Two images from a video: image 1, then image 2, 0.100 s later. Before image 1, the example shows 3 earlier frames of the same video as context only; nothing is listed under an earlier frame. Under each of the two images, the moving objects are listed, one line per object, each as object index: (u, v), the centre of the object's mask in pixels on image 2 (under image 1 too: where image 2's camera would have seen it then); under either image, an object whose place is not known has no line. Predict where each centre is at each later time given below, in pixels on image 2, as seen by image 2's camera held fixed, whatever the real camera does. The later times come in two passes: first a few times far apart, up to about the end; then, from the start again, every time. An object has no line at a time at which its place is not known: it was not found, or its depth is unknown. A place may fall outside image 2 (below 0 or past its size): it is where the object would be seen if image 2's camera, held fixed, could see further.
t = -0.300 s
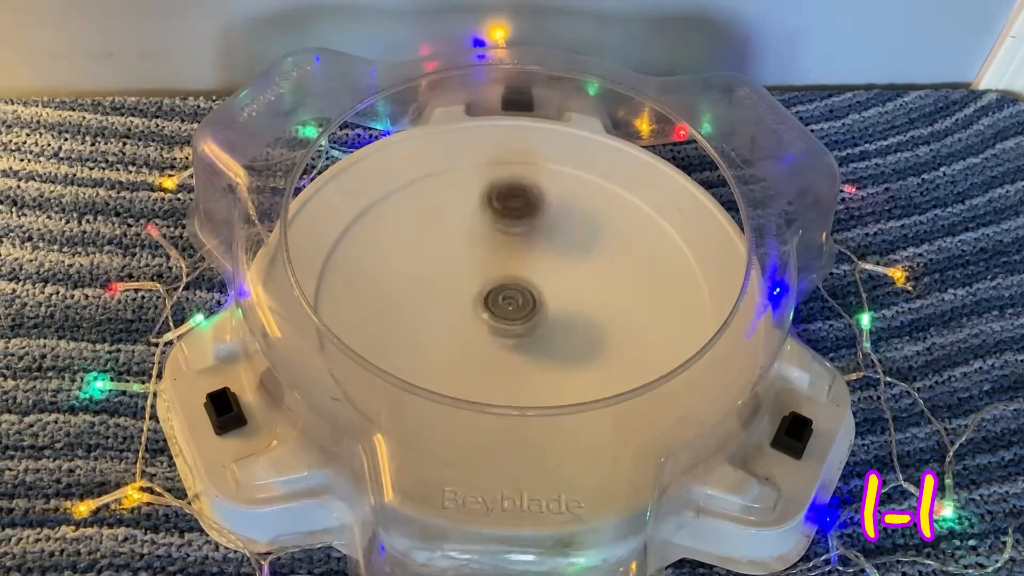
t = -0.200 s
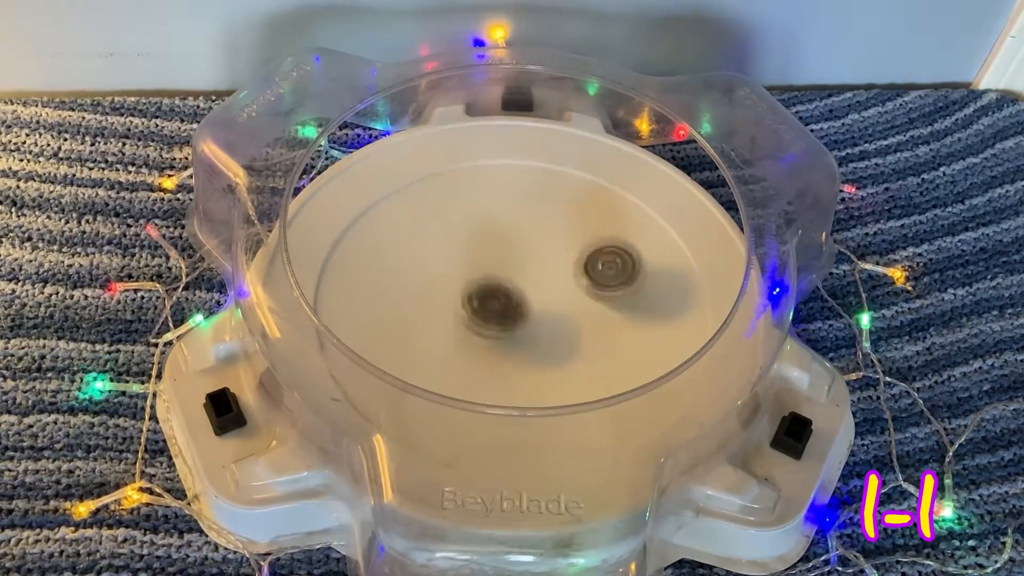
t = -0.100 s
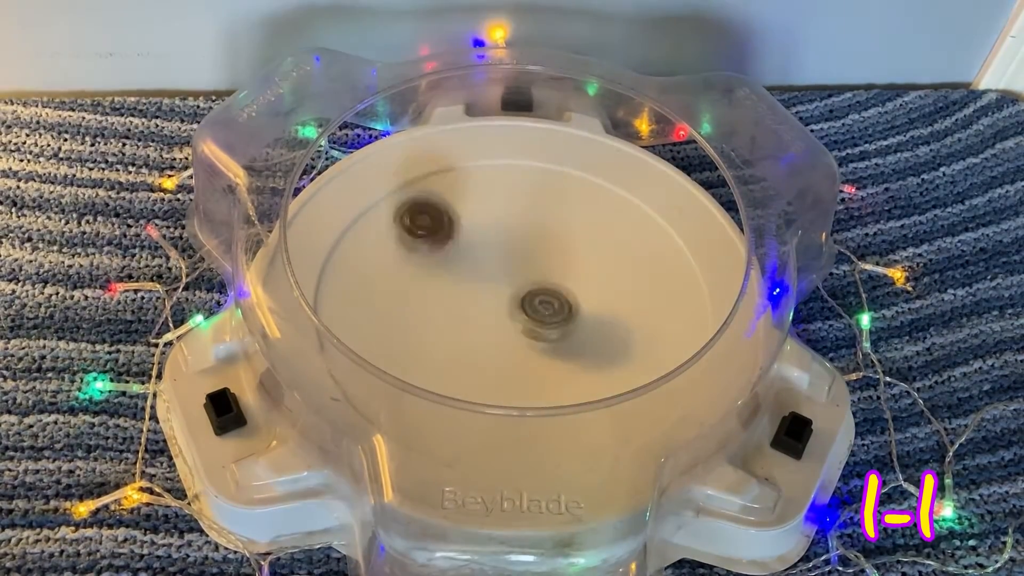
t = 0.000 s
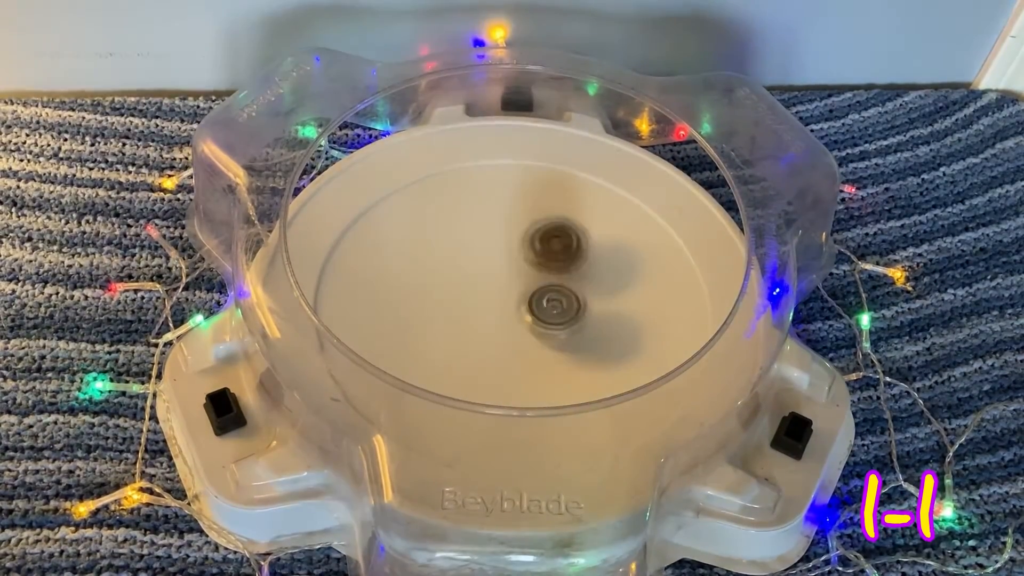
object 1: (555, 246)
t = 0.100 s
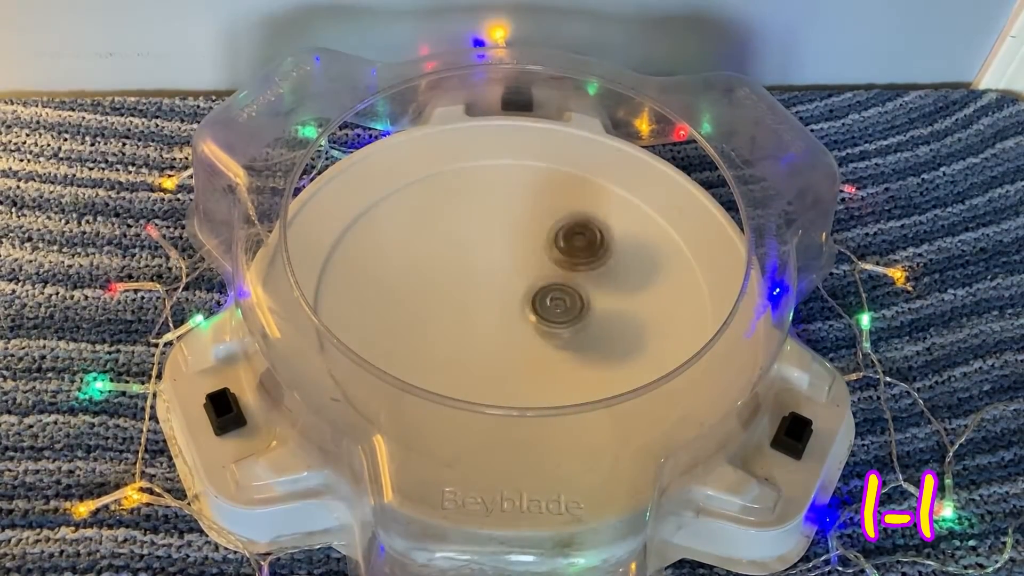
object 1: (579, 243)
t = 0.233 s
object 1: (594, 243)
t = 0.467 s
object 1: (587, 257)
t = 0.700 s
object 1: (568, 271)
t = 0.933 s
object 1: (599, 275)
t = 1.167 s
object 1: (566, 294)
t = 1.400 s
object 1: (540, 362)
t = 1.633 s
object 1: (524, 354)
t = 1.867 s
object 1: (520, 327)
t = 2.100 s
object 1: (487, 287)
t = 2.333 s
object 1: (459, 282)
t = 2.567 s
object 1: (469, 280)
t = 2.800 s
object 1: (501, 305)
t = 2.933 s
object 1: (506, 322)
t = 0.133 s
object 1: (588, 242)
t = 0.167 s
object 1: (587, 242)
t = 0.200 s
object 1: (592, 245)
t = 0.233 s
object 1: (594, 243)
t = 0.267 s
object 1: (591, 247)
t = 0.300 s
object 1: (596, 247)
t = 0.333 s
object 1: (593, 248)
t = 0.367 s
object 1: (592, 249)
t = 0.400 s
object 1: (591, 253)
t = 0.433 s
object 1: (586, 255)
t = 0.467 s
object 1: (587, 257)
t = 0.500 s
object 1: (583, 259)
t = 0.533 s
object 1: (580, 260)
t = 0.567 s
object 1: (579, 262)
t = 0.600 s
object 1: (573, 263)
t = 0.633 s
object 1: (574, 266)
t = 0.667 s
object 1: (569, 267)
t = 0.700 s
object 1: (568, 271)
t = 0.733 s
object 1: (567, 274)
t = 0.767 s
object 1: (573, 274)
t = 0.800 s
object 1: (584, 273)
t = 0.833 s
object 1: (586, 272)
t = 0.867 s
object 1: (595, 273)
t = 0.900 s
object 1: (593, 273)
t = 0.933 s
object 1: (599, 275)
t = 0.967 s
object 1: (595, 275)
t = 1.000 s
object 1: (597, 278)
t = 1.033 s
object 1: (591, 281)
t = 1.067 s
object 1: (590, 284)
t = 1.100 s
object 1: (580, 287)
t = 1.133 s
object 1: (575, 290)
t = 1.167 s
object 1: (566, 294)
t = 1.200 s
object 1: (558, 299)
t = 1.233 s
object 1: (551, 301)
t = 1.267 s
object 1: (544, 306)
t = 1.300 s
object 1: (537, 311)
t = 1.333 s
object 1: (532, 324)
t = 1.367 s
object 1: (535, 342)
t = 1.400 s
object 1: (540, 362)
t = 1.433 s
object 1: (536, 375)
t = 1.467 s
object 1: (533, 377)
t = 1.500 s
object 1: (530, 372)
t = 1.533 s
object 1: (528, 372)
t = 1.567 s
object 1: (529, 364)
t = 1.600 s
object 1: (525, 359)
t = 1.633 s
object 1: (524, 354)
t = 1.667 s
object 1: (525, 350)
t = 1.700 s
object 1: (524, 347)
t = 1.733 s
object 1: (526, 345)
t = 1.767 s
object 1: (526, 343)
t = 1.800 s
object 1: (522, 337)
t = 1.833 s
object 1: (521, 332)
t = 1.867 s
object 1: (520, 327)
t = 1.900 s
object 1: (515, 321)
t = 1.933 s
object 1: (511, 313)
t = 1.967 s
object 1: (506, 307)
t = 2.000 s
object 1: (503, 302)
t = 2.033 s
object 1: (497, 296)
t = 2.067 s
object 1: (493, 292)
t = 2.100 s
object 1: (487, 287)
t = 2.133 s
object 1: (485, 285)
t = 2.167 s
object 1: (478, 282)
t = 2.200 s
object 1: (472, 281)
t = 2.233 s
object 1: (467, 280)
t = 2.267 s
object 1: (463, 280)
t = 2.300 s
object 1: (461, 281)
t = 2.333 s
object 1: (459, 282)
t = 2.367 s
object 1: (458, 282)
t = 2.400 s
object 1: (458, 282)
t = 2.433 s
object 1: (459, 282)
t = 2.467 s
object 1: (460, 281)
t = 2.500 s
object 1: (462, 281)
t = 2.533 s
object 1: (465, 280)
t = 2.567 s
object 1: (469, 280)
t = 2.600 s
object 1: (474, 281)
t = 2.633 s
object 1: (479, 282)
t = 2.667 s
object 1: (486, 284)
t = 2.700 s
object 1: (493, 291)
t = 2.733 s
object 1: (496, 297)
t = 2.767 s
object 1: (498, 301)
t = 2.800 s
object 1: (501, 305)
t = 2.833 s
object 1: (505, 311)
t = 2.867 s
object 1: (506, 314)
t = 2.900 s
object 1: (506, 317)
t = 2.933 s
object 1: (506, 322)
